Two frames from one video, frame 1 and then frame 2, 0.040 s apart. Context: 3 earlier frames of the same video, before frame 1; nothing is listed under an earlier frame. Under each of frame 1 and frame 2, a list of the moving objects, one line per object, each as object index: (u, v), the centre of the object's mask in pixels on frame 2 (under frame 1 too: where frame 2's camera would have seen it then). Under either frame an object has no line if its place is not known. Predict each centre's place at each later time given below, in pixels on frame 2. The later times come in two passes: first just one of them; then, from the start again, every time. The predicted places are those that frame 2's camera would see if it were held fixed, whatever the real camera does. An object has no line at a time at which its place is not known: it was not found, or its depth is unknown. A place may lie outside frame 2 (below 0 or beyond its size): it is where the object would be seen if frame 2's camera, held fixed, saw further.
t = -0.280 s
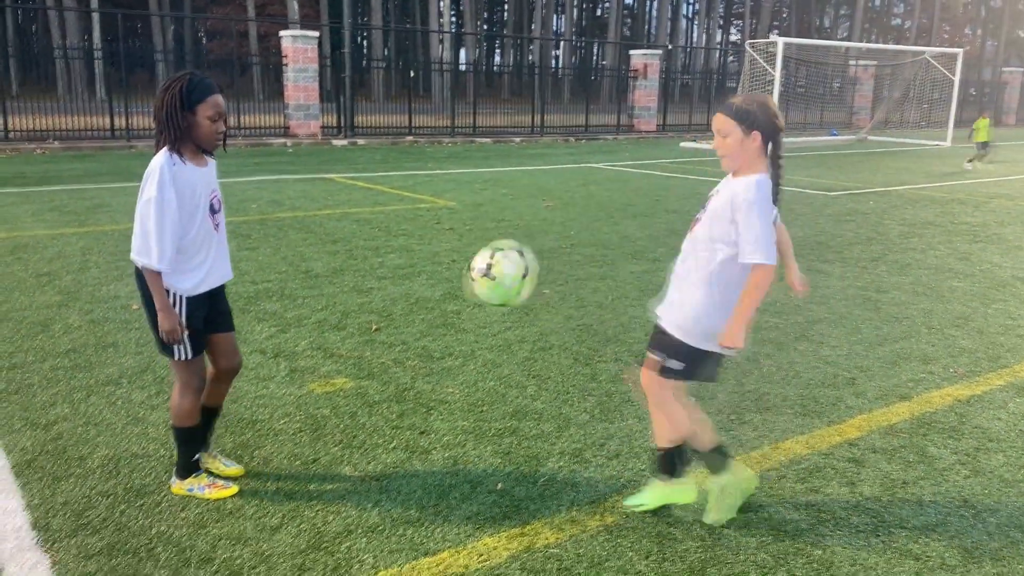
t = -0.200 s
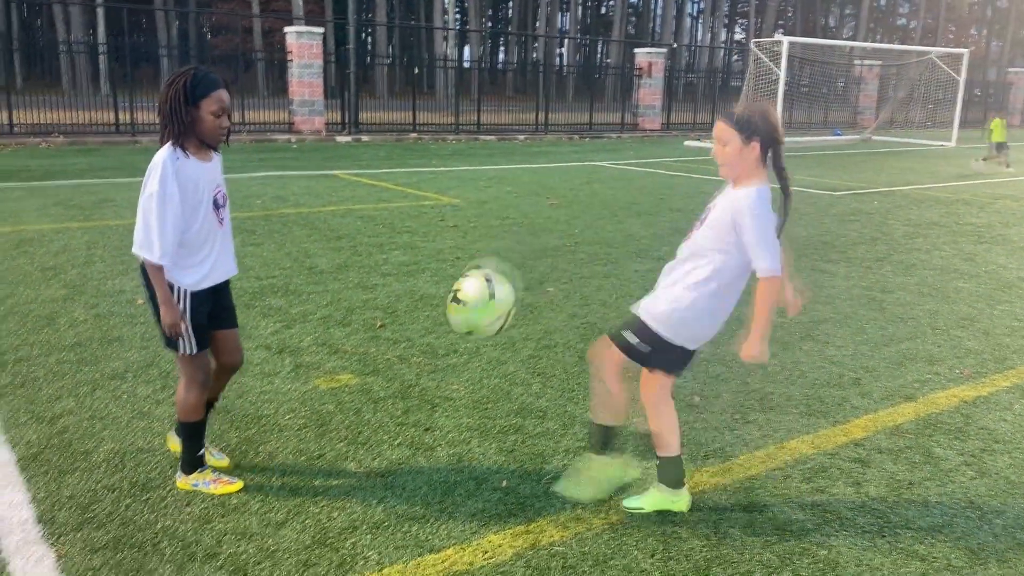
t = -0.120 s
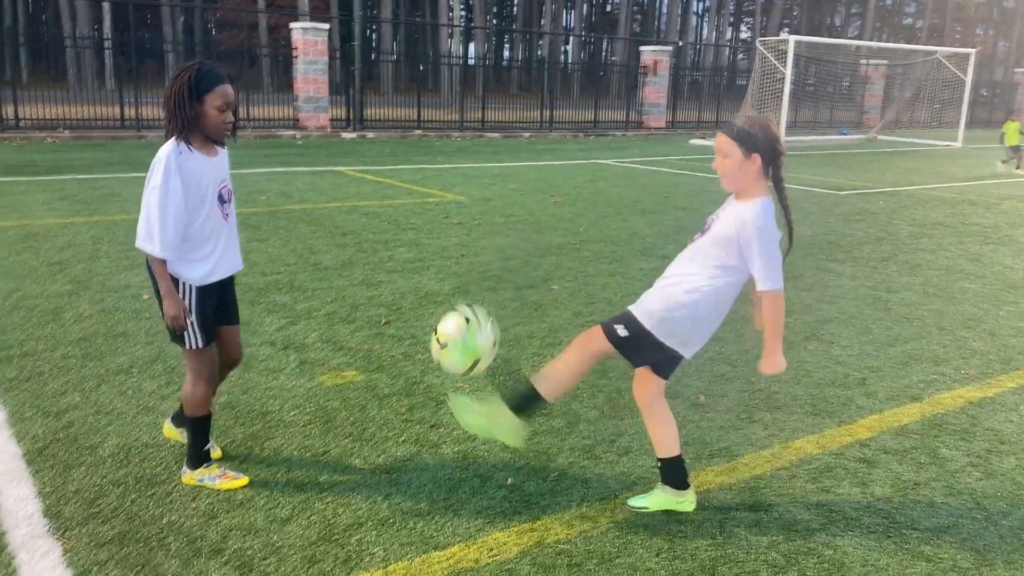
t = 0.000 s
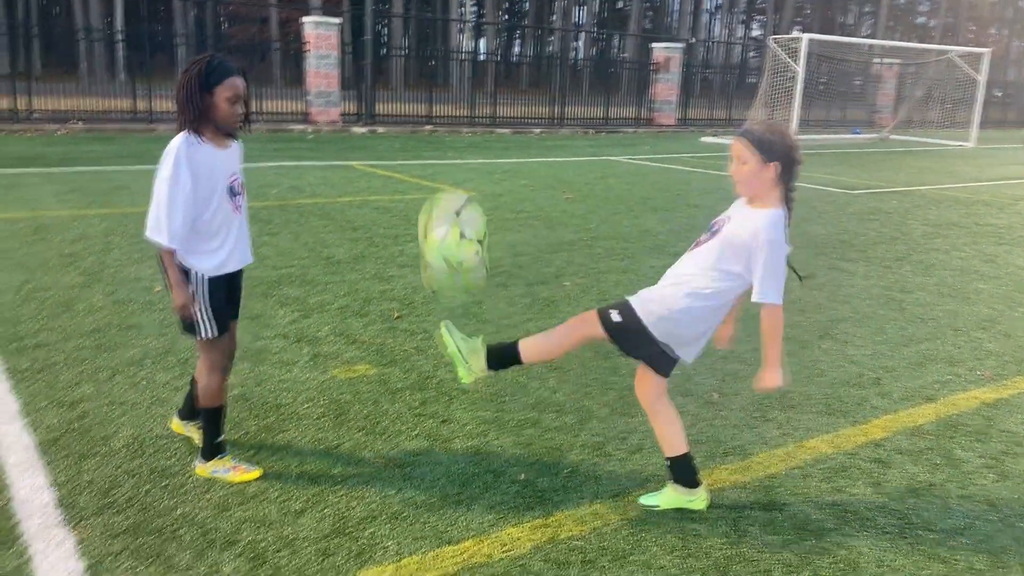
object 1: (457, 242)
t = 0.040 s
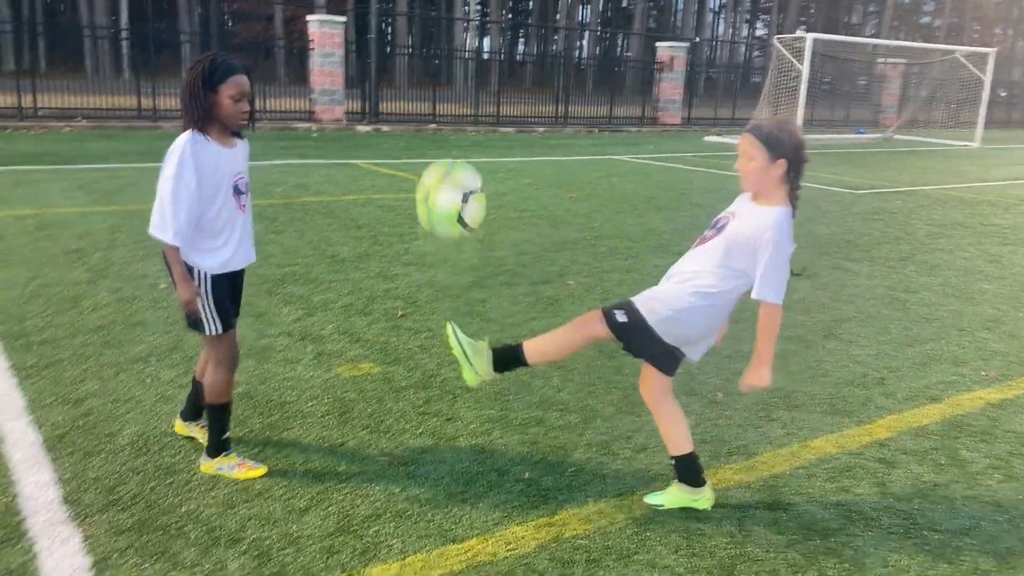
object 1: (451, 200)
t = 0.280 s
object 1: (411, 66)
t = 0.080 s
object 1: (445, 171)
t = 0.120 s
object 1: (438, 134)
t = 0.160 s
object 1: (429, 111)
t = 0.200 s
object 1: (424, 94)
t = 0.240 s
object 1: (417, 75)
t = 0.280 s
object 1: (411, 66)
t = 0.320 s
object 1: (405, 61)
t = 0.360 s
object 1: (398, 61)
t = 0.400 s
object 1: (390, 67)
